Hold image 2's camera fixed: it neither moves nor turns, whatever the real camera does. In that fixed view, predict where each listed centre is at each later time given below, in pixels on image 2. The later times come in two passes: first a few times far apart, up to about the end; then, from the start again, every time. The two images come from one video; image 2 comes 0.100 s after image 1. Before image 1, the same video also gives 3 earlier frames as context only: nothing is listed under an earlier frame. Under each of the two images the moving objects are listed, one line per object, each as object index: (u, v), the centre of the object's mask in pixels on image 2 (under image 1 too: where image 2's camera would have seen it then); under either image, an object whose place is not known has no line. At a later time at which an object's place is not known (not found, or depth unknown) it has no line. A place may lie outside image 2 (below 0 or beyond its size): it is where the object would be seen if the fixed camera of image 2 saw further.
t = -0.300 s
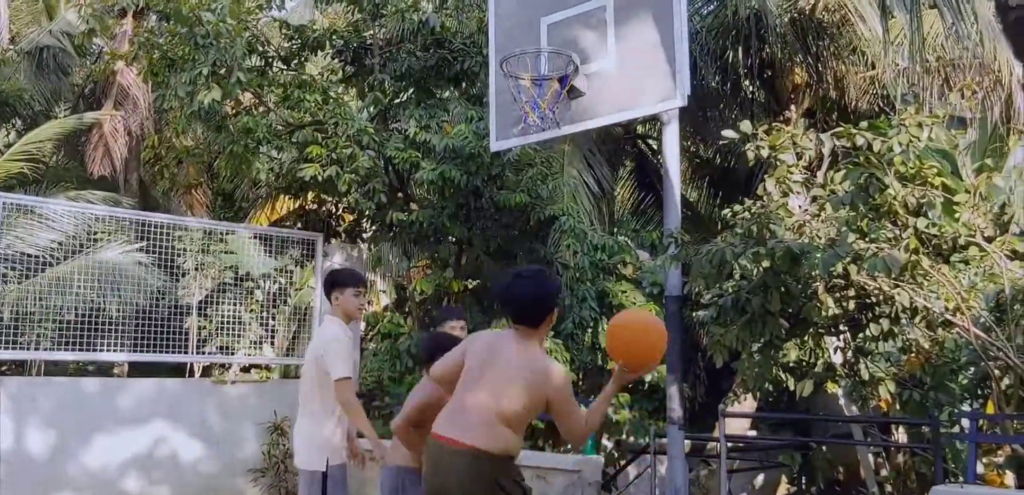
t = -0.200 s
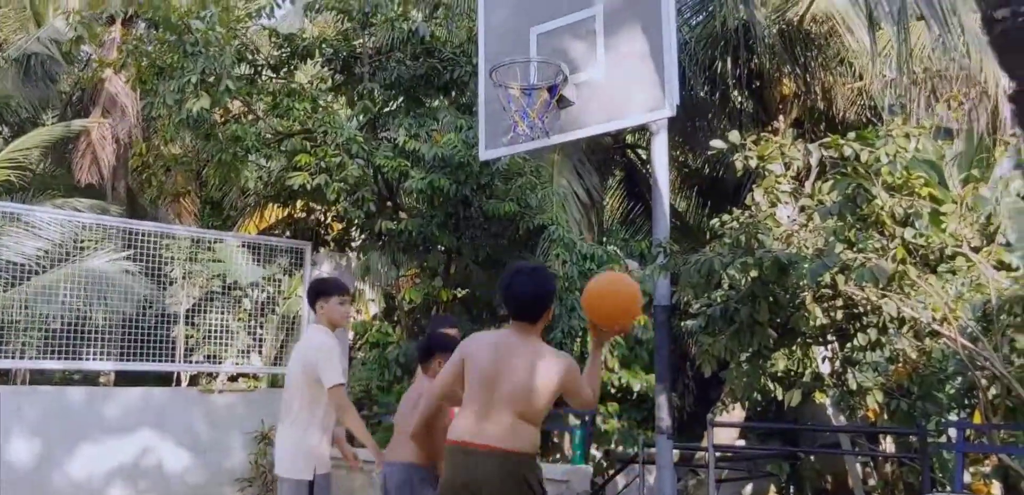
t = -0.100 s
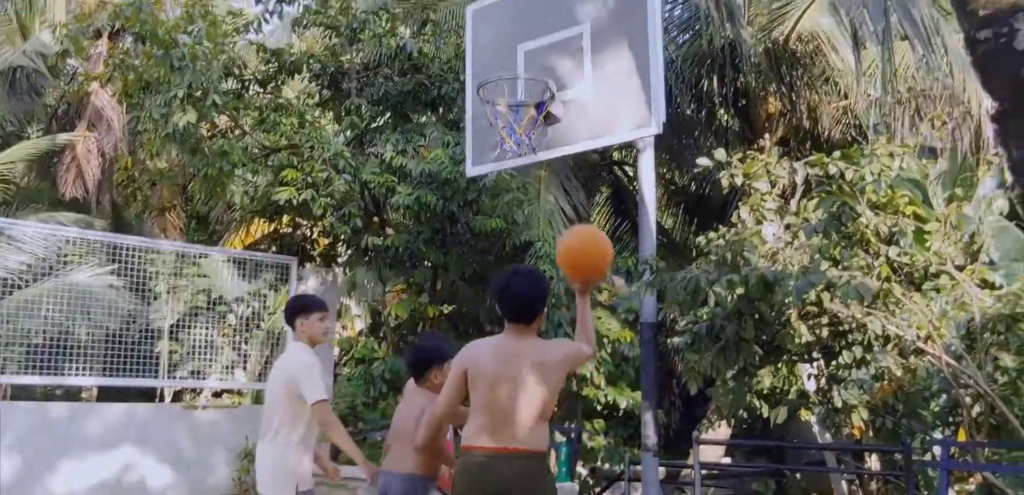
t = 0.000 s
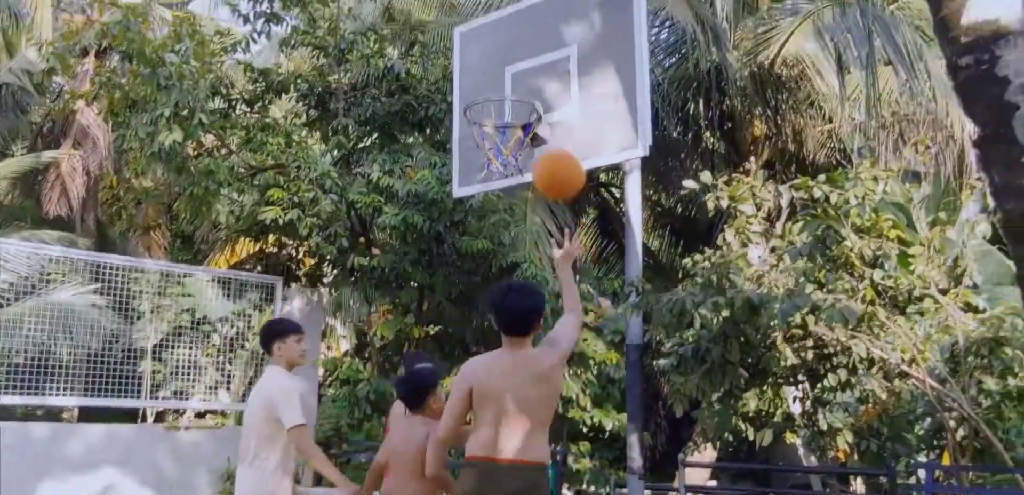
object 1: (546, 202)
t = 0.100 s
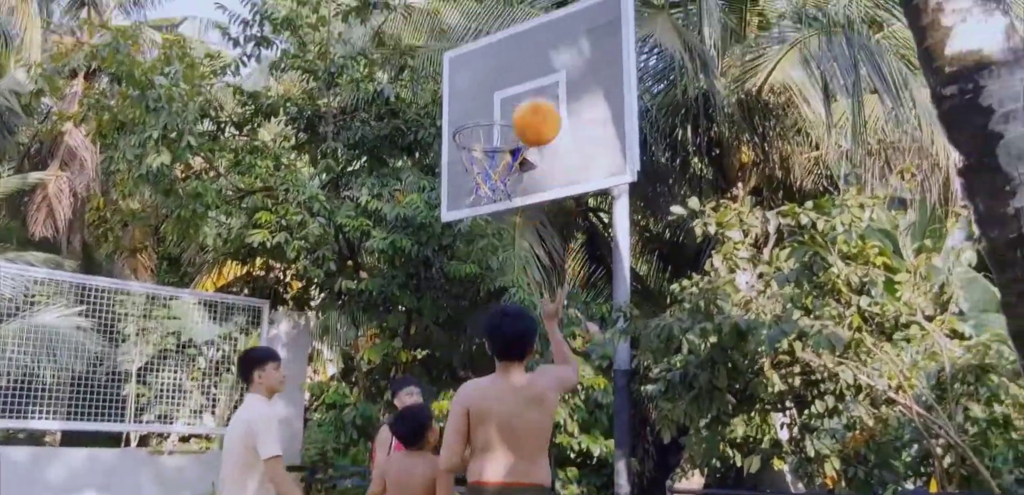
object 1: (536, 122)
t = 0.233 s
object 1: (526, 63)
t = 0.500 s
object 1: (508, 49)
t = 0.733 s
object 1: (489, 116)
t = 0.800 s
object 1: (476, 136)
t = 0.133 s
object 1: (534, 104)
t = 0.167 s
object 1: (531, 87)
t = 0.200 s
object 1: (529, 74)
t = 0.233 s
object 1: (526, 63)
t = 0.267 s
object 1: (524, 54)
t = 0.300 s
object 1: (522, 49)
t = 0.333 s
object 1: (519, 44)
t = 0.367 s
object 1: (517, 42)
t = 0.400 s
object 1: (515, 42)
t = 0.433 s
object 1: (512, 43)
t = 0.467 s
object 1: (510, 44)
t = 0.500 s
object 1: (508, 49)
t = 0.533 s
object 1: (505, 56)
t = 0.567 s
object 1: (503, 62)
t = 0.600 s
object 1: (500, 71)
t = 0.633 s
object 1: (498, 81)
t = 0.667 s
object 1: (496, 93)
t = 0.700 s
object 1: (494, 105)
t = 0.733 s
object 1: (489, 116)
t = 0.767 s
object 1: (480, 128)
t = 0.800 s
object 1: (476, 136)
